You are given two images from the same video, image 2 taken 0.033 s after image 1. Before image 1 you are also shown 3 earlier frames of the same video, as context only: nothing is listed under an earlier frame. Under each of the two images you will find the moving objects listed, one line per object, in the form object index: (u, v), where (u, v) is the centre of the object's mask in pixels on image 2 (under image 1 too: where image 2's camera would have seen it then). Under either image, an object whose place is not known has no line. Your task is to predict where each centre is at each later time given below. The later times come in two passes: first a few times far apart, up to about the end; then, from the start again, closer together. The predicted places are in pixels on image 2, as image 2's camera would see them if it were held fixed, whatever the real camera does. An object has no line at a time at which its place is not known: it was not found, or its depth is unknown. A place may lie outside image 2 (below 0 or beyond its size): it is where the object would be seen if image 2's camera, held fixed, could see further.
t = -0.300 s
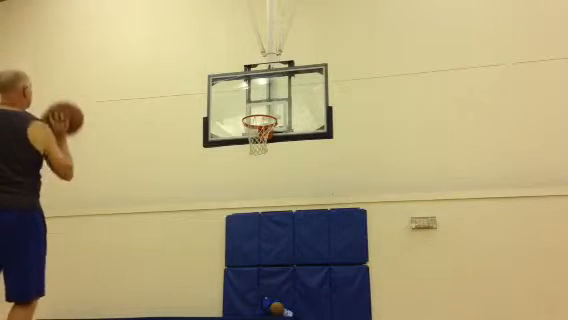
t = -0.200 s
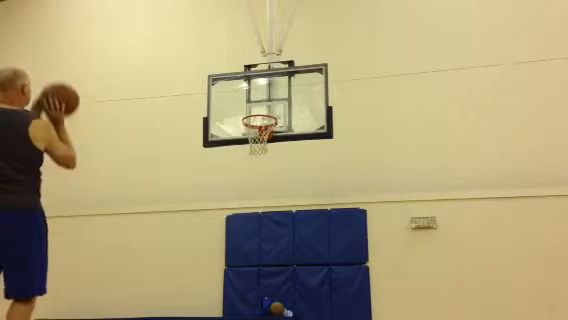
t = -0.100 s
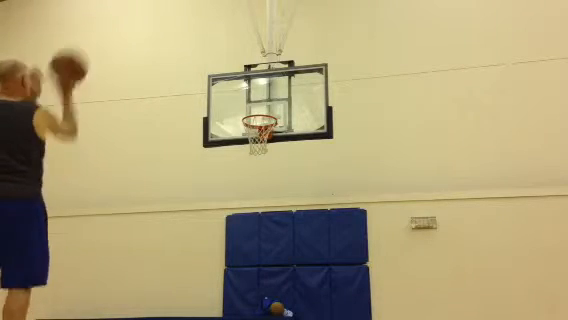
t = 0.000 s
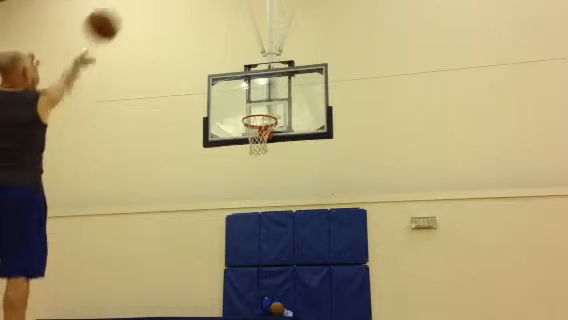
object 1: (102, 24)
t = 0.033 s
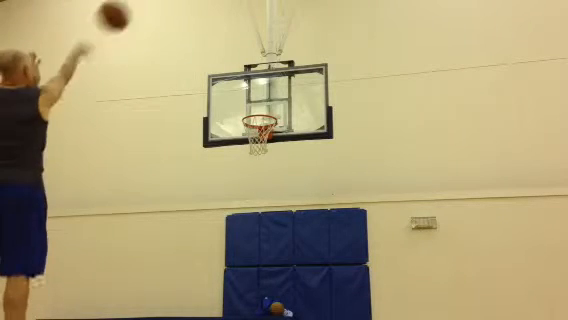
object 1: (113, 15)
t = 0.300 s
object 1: (182, 2)
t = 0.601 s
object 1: (228, 34)
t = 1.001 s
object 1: (258, 148)
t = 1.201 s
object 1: (252, 207)
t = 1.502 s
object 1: (242, 312)
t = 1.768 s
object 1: (234, 224)
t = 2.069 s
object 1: (221, 184)
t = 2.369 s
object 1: (204, 223)
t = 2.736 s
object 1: (179, 297)
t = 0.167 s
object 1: (153, 3)
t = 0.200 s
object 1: (161, 2)
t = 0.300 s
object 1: (182, 2)
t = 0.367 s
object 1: (194, 3)
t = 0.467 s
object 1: (210, 9)
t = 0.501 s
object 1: (214, 13)
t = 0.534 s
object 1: (219, 20)
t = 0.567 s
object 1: (224, 26)
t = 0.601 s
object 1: (228, 34)
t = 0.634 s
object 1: (232, 42)
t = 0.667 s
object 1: (236, 50)
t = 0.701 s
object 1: (240, 58)
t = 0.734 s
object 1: (243, 68)
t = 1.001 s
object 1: (258, 148)
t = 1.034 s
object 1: (257, 155)
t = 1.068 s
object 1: (256, 163)
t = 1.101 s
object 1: (255, 172)
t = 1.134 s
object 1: (254, 183)
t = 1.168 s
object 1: (253, 195)
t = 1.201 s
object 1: (252, 207)
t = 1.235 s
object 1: (249, 226)
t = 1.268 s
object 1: (249, 239)
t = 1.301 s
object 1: (248, 255)
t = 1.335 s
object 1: (248, 271)
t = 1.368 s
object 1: (248, 291)
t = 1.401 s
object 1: (247, 306)
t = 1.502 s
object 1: (242, 312)
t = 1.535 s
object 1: (241, 302)
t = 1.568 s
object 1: (241, 287)
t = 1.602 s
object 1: (239, 276)
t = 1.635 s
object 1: (239, 264)
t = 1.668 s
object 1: (239, 252)
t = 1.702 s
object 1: (238, 241)
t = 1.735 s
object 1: (235, 233)
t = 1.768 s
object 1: (234, 224)
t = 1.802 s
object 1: (231, 215)
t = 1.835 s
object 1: (231, 208)
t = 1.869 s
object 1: (229, 202)
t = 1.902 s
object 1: (228, 197)
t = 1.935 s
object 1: (226, 193)
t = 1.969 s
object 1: (225, 189)
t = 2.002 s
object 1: (224, 186)
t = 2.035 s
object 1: (222, 184)
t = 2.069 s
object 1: (221, 184)
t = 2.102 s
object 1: (219, 184)
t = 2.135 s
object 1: (217, 185)
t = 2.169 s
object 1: (216, 187)
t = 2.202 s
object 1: (214, 190)
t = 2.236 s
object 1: (212, 194)
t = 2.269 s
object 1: (210, 200)
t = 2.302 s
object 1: (208, 206)
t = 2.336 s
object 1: (206, 214)
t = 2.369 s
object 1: (204, 223)
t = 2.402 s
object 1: (202, 234)
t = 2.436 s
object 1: (199, 246)
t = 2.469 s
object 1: (196, 260)
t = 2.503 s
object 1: (193, 277)
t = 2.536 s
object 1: (190, 294)
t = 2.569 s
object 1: (188, 309)
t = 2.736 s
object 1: (179, 297)
